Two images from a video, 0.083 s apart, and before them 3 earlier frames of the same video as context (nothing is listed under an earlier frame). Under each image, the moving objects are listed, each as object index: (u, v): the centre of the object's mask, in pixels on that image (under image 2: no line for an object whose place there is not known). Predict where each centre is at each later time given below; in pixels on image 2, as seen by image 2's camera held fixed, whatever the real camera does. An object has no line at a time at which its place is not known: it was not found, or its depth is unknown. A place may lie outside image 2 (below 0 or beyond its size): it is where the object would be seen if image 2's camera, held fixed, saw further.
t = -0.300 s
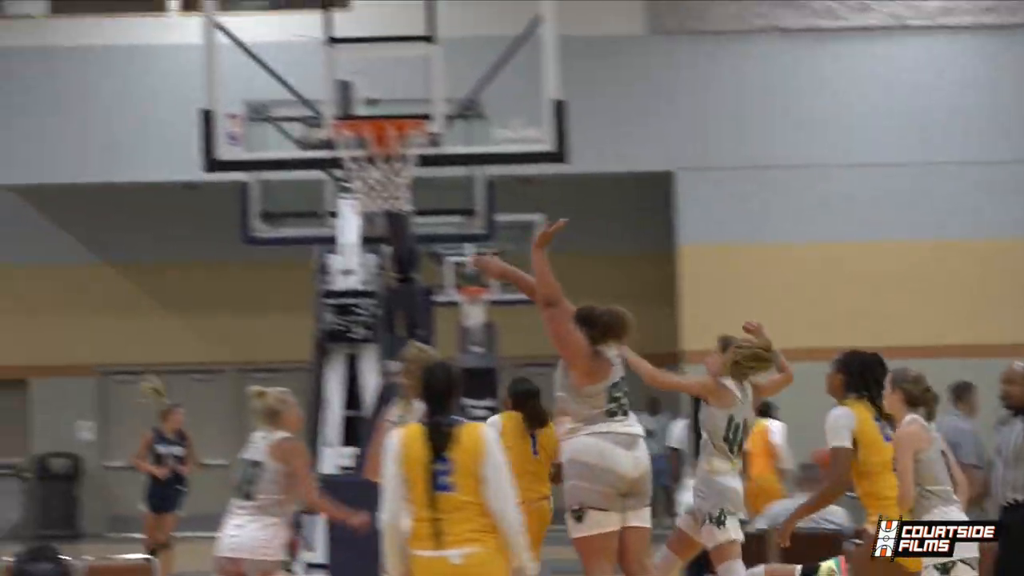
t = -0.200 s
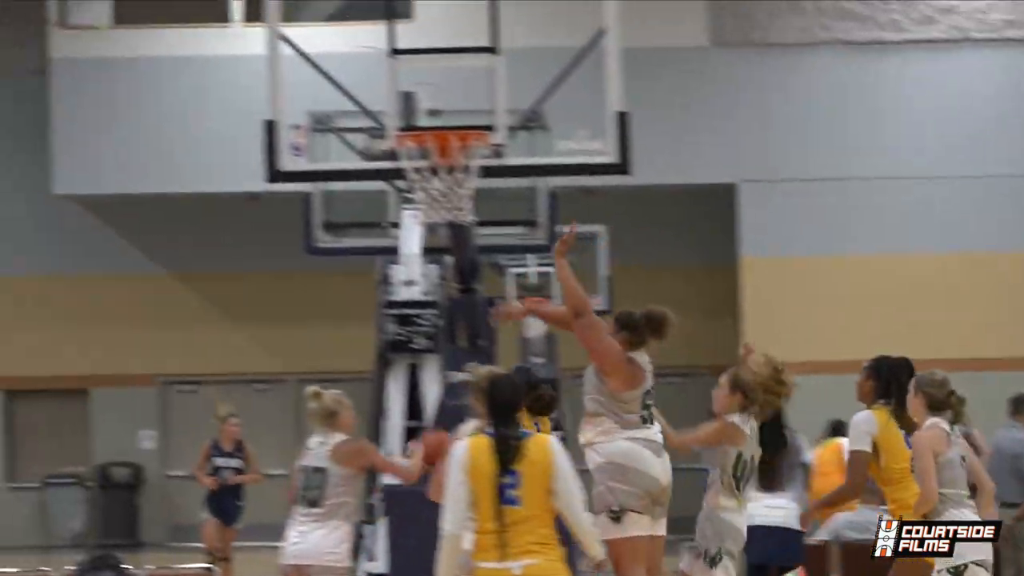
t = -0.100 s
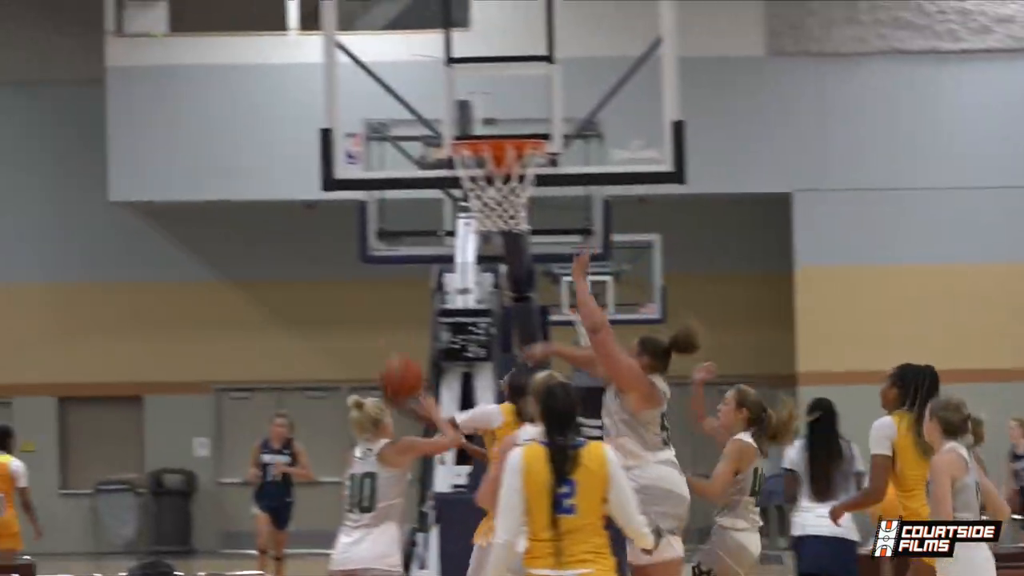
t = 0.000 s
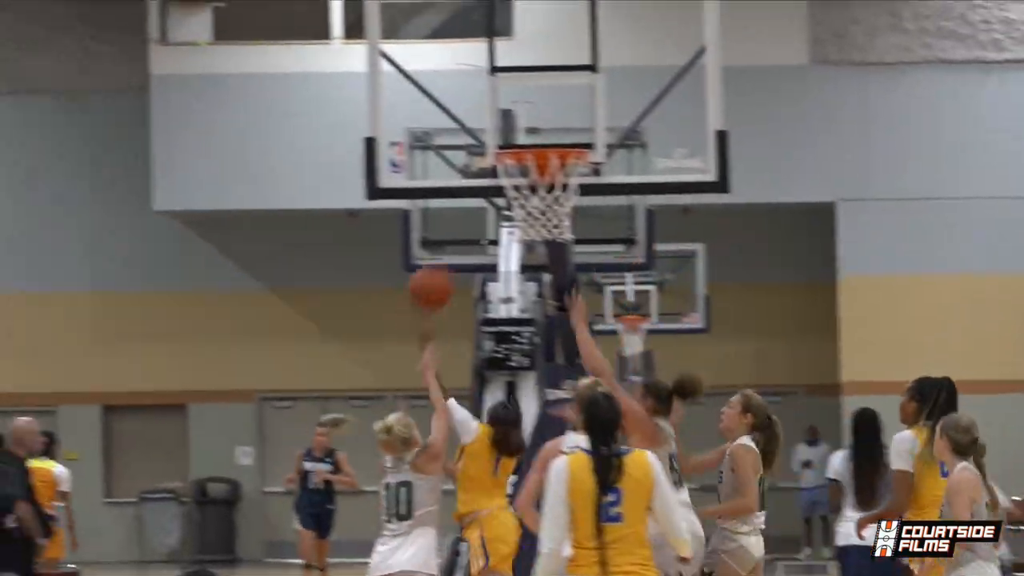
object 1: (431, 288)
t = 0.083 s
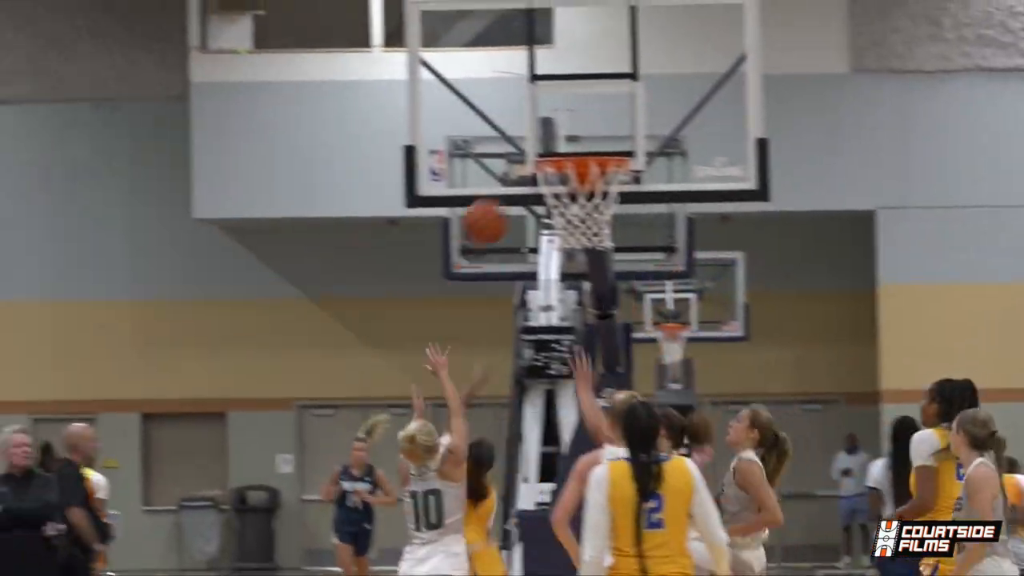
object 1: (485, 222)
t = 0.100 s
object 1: (489, 208)
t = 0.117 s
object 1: (494, 195)
